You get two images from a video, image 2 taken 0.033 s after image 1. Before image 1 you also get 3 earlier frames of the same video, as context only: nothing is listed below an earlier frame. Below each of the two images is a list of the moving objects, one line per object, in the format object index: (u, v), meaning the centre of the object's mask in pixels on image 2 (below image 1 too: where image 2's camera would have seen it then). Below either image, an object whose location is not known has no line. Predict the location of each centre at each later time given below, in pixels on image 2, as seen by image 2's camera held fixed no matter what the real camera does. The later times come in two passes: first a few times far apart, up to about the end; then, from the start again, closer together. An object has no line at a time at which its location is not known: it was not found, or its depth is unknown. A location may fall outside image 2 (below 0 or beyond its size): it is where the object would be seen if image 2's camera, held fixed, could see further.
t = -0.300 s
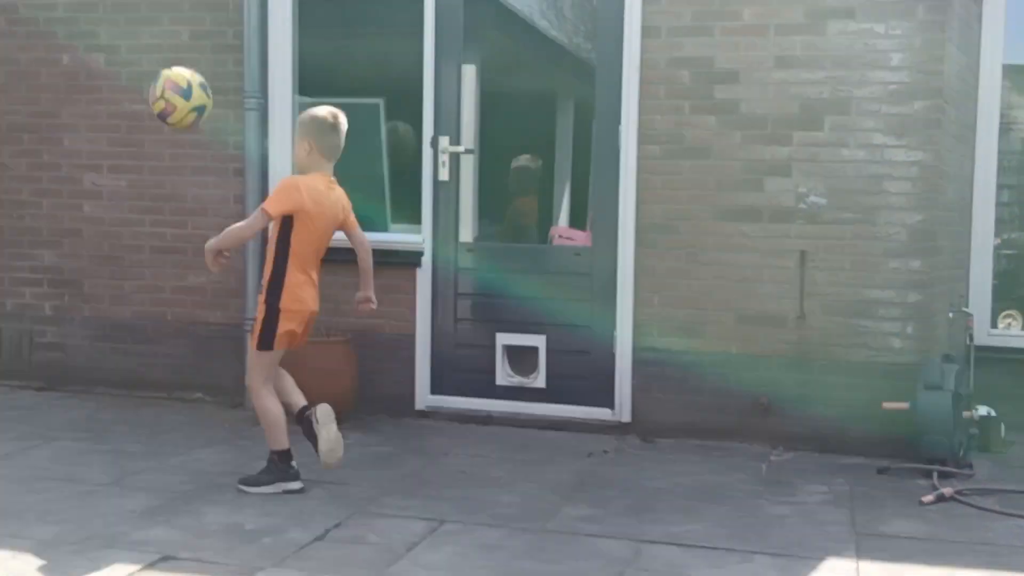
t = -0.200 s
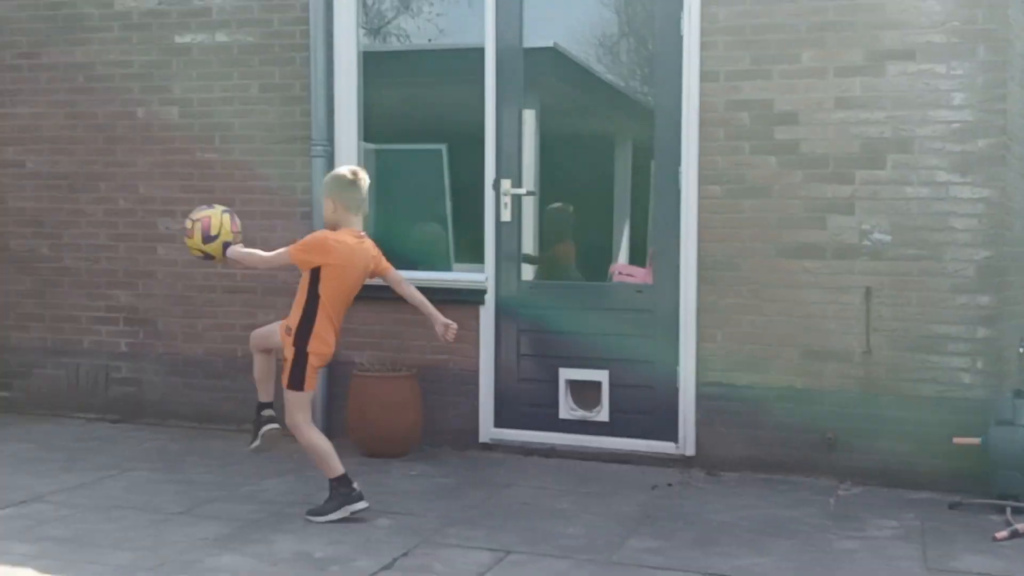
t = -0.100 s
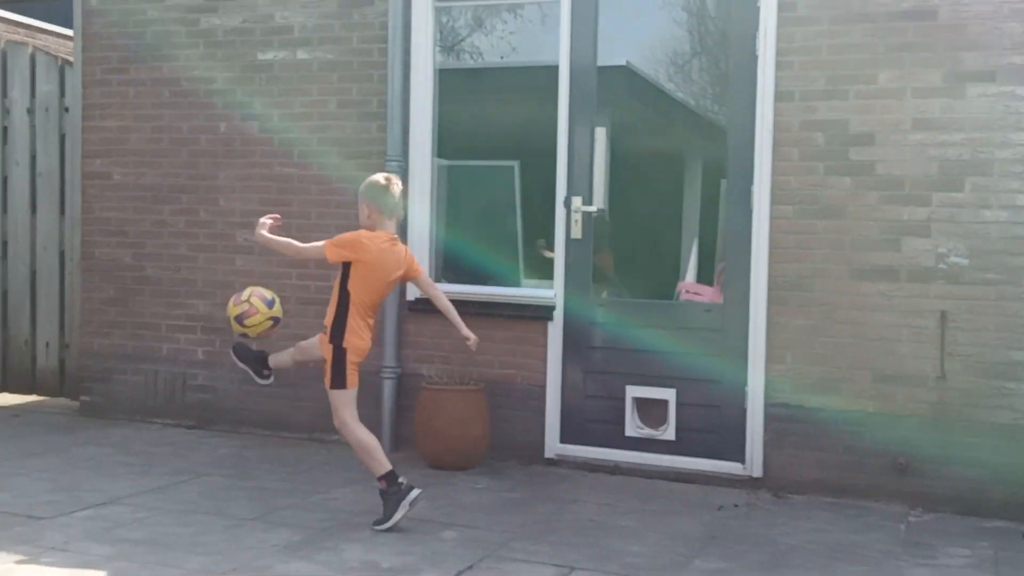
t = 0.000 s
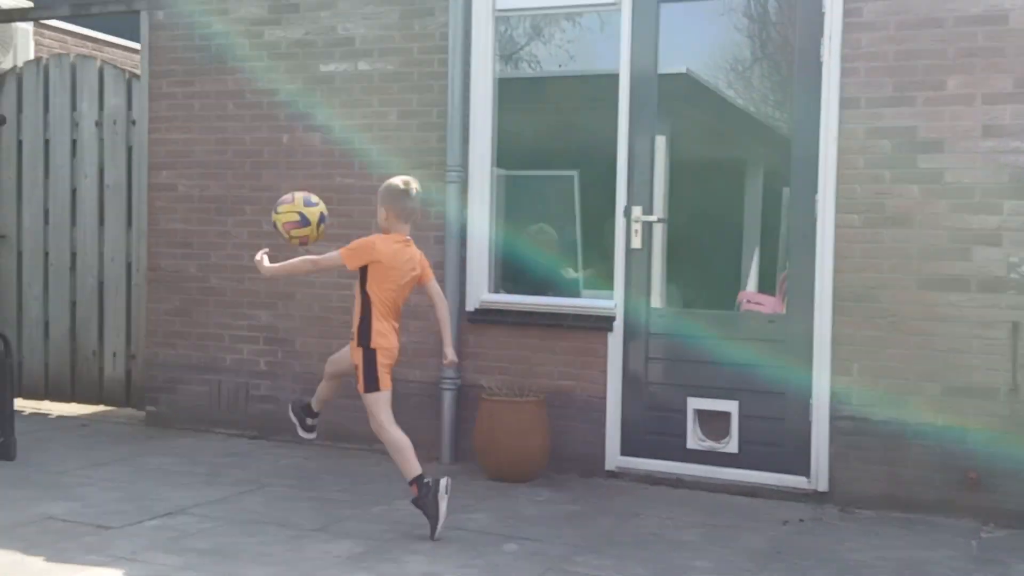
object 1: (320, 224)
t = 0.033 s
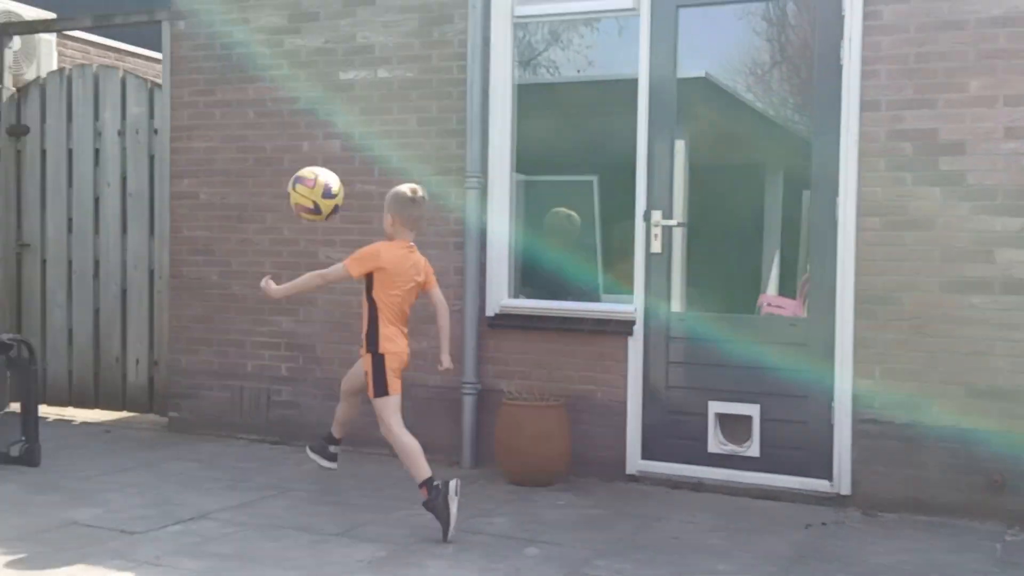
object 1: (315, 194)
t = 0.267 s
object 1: (279, 47)
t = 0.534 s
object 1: (225, 59)
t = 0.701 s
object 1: (183, 146)
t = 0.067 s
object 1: (312, 166)
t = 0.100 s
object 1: (307, 140)
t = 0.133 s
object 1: (302, 116)
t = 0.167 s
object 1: (297, 96)
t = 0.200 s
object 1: (291, 77)
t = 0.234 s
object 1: (285, 61)
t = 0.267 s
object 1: (279, 47)
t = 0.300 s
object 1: (273, 43)
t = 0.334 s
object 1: (268, 43)
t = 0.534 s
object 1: (225, 59)
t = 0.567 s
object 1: (217, 64)
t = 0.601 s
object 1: (209, 71)
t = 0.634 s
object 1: (201, 93)
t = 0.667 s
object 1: (192, 119)
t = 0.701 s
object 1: (183, 146)
